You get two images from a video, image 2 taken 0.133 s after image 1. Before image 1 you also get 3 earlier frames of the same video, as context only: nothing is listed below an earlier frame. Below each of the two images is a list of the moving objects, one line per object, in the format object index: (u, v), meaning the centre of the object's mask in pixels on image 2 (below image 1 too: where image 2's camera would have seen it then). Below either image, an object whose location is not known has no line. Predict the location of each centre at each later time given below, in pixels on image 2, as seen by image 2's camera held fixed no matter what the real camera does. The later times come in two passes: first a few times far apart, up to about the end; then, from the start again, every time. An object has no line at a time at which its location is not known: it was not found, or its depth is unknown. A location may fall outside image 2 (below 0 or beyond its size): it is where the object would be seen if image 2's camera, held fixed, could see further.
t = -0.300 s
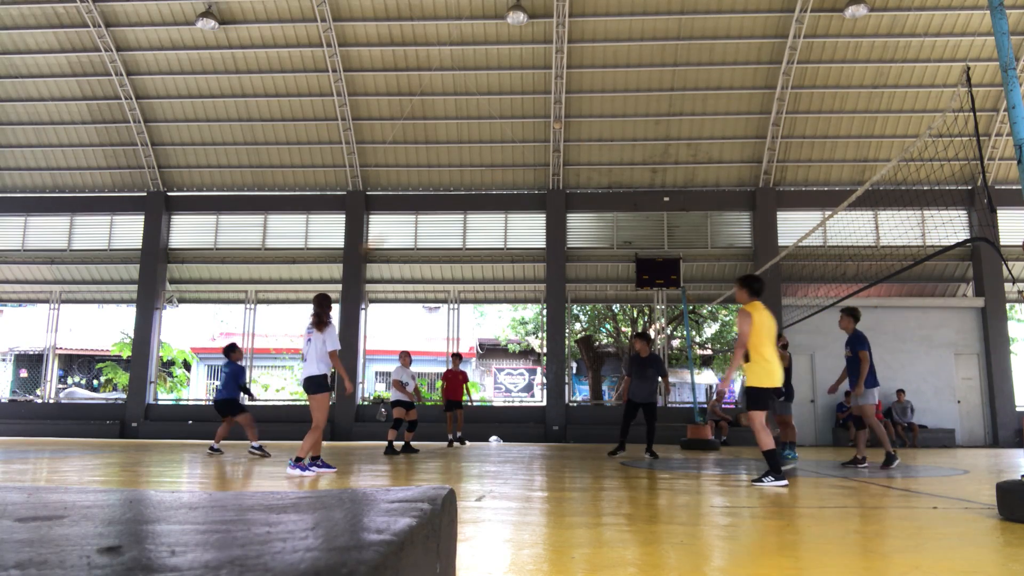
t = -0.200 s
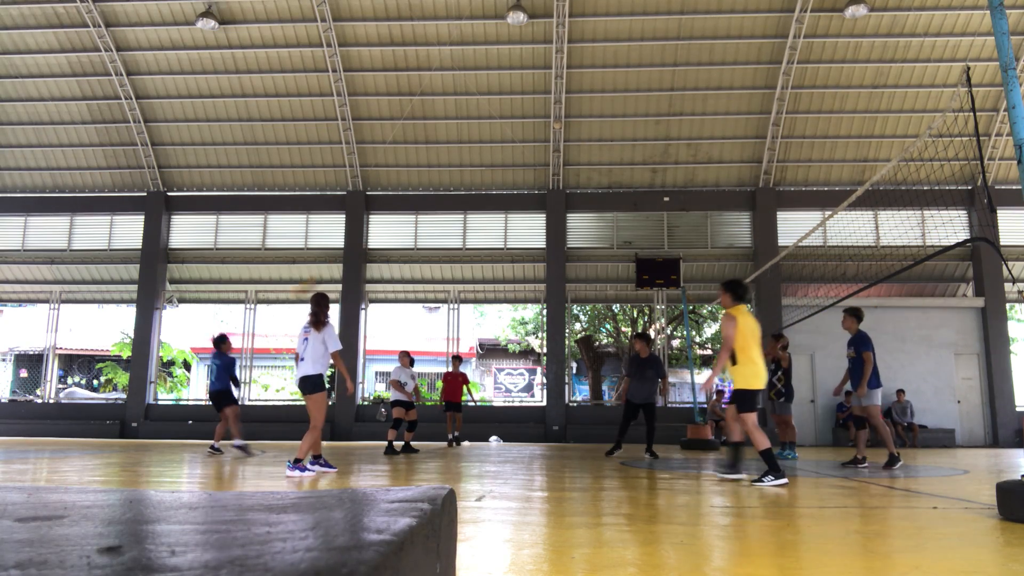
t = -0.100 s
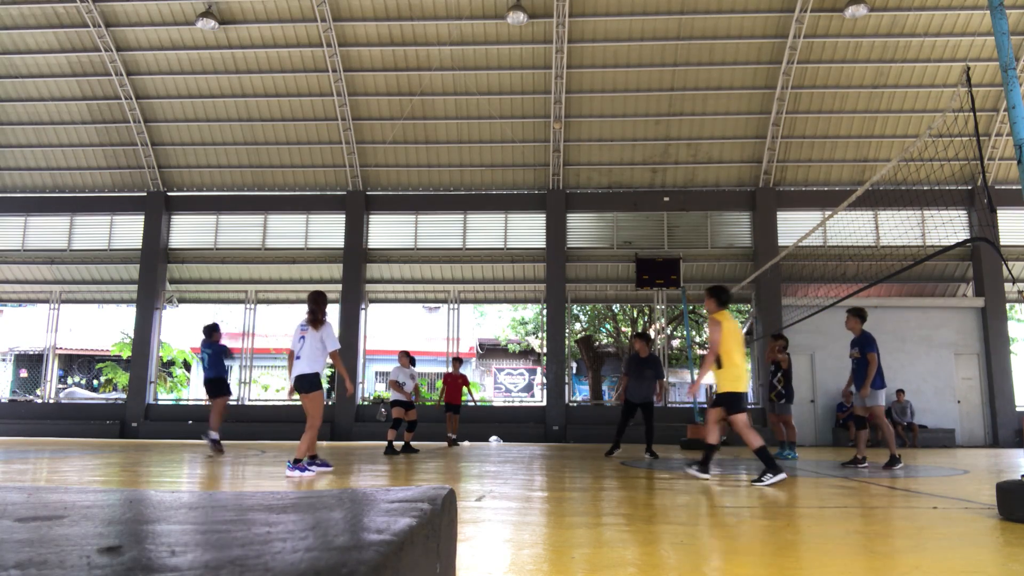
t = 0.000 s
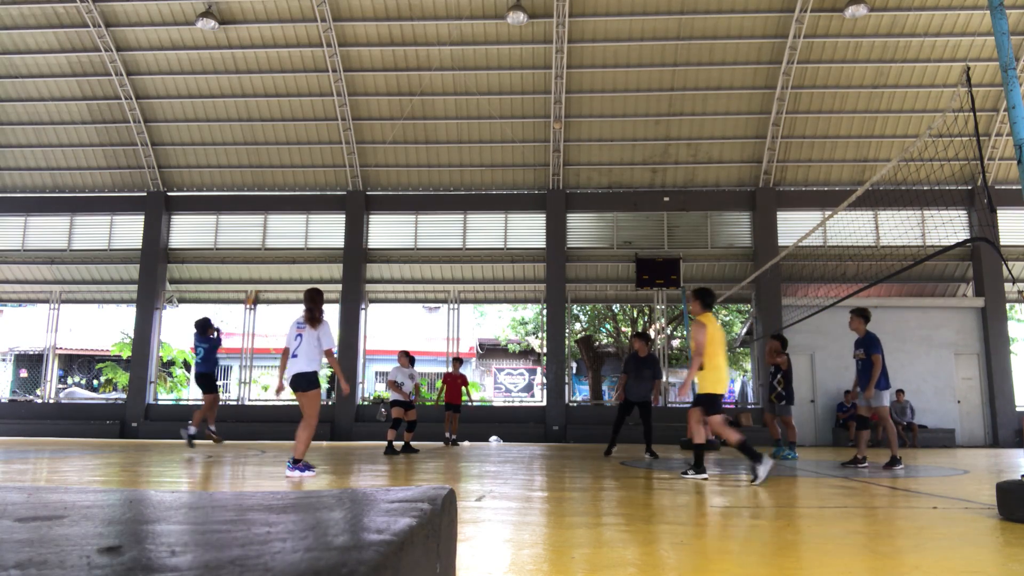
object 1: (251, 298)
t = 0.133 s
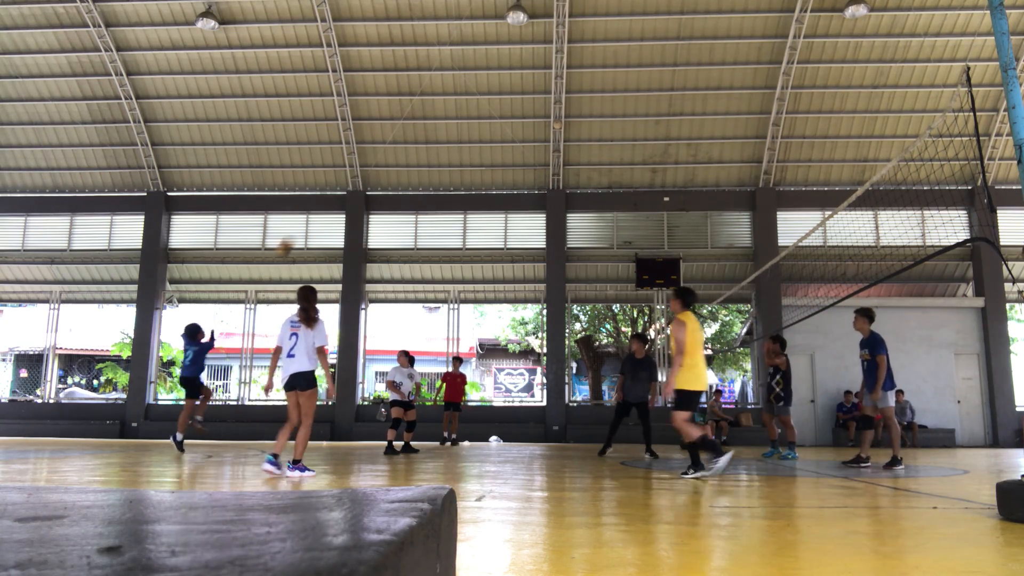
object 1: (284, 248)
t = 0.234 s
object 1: (310, 212)
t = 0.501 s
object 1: (376, 158)
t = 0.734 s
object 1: (431, 151)
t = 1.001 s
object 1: (499, 194)
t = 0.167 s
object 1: (294, 235)
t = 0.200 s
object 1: (302, 222)
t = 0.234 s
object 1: (310, 212)
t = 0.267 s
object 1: (318, 204)
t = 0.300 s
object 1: (326, 196)
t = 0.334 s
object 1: (334, 187)
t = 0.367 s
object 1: (342, 181)
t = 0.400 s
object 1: (350, 174)
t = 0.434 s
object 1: (358, 167)
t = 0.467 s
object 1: (366, 162)
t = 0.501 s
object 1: (376, 158)
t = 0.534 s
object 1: (384, 155)
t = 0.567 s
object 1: (390, 152)
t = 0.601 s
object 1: (397, 150)
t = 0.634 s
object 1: (407, 149)
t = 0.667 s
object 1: (415, 150)
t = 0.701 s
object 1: (423, 150)
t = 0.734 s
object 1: (431, 151)
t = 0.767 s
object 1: (440, 153)
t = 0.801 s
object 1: (449, 156)
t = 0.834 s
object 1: (456, 160)
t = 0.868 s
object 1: (464, 164)
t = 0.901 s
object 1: (472, 170)
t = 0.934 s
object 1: (482, 179)
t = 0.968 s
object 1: (490, 185)
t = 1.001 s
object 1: (499, 194)
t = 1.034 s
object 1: (508, 203)
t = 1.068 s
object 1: (515, 211)
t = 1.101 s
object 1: (525, 224)
